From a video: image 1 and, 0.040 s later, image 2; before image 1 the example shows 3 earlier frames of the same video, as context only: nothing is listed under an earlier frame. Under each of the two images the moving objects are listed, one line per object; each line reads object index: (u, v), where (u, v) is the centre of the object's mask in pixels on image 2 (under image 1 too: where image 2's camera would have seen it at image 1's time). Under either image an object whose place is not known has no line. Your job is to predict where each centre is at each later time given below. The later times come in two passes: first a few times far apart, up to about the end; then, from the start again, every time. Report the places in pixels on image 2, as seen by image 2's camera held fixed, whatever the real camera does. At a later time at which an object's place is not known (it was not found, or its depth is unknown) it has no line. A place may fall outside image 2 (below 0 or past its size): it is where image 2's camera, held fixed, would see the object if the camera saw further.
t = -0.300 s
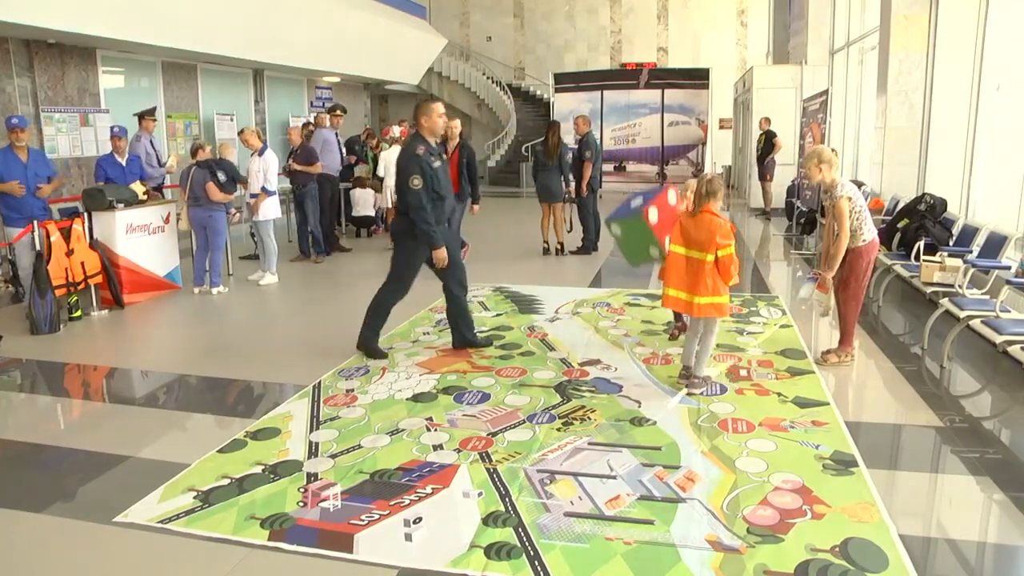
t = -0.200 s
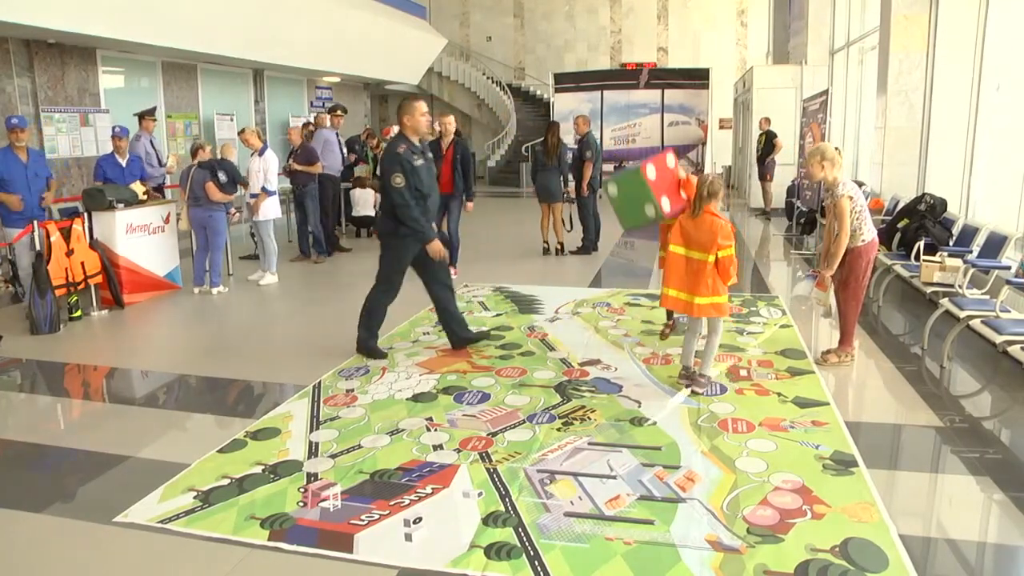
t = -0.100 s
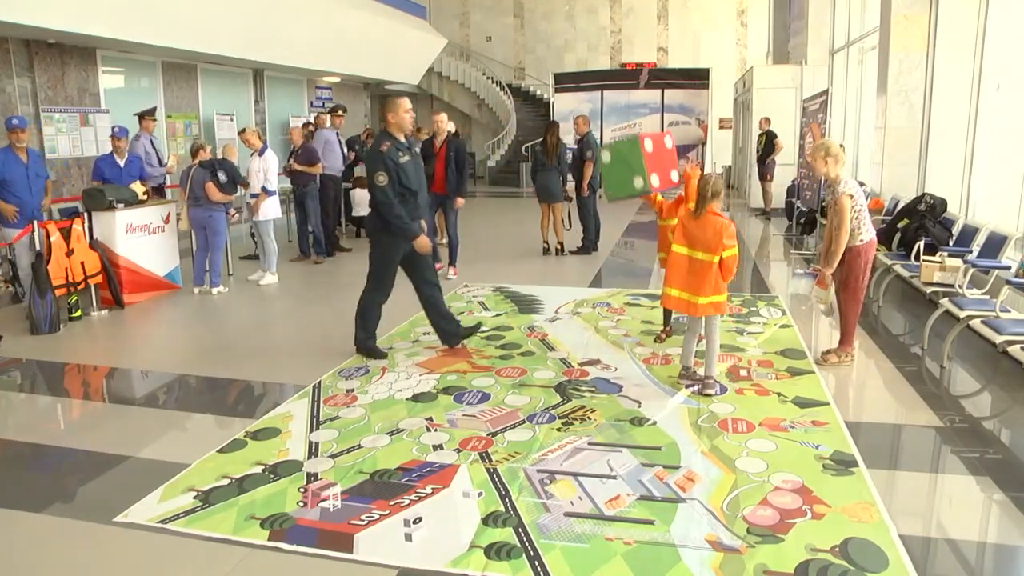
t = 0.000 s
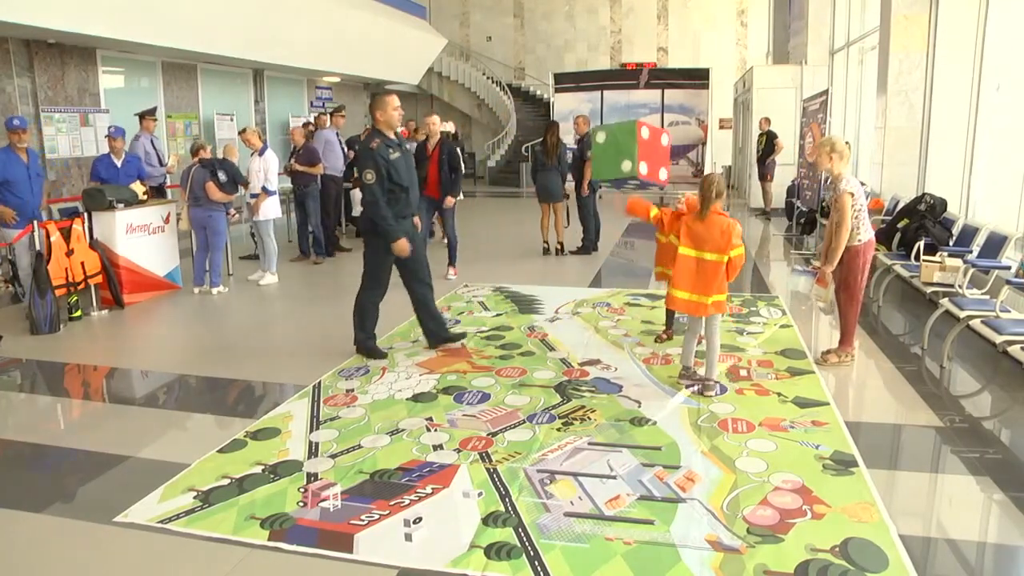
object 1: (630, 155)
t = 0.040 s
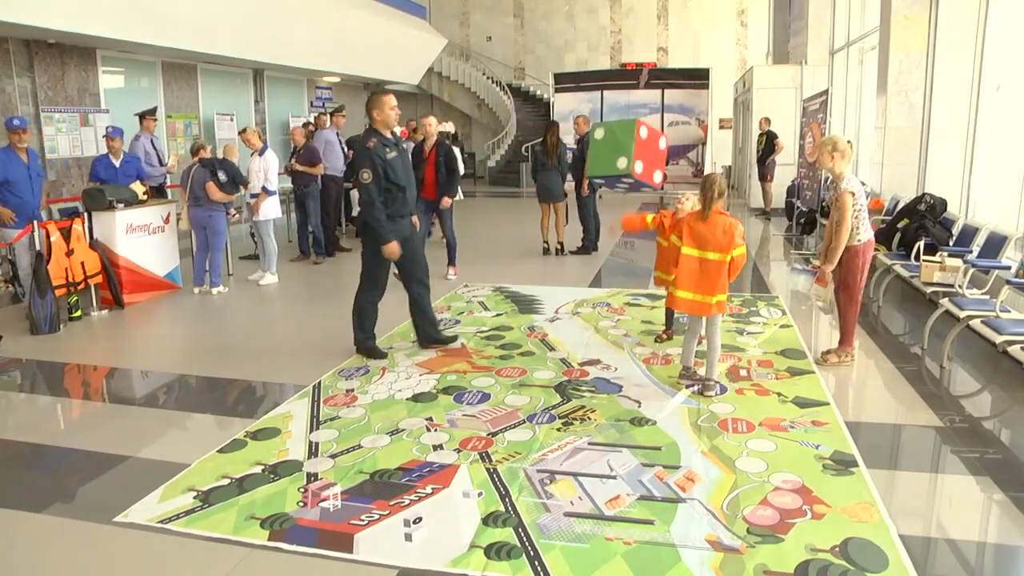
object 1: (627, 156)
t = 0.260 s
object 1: (607, 193)
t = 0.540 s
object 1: (580, 324)
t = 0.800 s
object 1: (539, 302)
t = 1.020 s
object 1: (519, 298)
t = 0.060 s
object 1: (625, 156)
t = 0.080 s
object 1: (623, 158)
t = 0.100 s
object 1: (621, 159)
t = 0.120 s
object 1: (619, 162)
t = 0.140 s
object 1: (617, 165)
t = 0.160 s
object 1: (616, 168)
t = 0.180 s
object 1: (614, 172)
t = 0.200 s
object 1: (612, 177)
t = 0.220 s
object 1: (610, 182)
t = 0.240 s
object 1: (608, 187)
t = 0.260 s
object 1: (607, 193)
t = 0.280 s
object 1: (605, 200)
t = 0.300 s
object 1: (603, 207)
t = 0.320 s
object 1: (601, 215)
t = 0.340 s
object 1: (600, 223)
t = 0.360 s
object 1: (598, 231)
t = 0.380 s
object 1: (595, 240)
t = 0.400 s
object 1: (594, 249)
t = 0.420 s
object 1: (592, 260)
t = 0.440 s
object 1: (590, 270)
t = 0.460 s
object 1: (588, 280)
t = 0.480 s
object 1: (586, 292)
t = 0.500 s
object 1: (584, 304)
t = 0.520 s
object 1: (583, 316)
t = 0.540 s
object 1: (580, 324)
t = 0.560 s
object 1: (578, 324)
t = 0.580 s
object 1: (575, 319)
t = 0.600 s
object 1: (571, 315)
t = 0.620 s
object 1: (567, 313)
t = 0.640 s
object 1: (564, 310)
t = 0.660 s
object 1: (561, 306)
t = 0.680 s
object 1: (557, 303)
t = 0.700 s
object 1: (554, 301)
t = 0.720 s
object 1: (550, 299)
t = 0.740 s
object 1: (547, 300)
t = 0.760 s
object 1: (544, 301)
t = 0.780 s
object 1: (541, 301)
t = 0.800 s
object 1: (539, 302)
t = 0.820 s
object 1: (536, 303)
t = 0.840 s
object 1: (533, 306)
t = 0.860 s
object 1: (530, 308)
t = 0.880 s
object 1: (527, 309)
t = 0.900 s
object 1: (525, 309)
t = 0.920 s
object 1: (524, 308)
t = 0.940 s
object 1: (522, 307)
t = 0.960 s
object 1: (521, 305)
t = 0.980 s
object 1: (520, 301)
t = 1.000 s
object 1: (519, 300)
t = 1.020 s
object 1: (519, 298)
